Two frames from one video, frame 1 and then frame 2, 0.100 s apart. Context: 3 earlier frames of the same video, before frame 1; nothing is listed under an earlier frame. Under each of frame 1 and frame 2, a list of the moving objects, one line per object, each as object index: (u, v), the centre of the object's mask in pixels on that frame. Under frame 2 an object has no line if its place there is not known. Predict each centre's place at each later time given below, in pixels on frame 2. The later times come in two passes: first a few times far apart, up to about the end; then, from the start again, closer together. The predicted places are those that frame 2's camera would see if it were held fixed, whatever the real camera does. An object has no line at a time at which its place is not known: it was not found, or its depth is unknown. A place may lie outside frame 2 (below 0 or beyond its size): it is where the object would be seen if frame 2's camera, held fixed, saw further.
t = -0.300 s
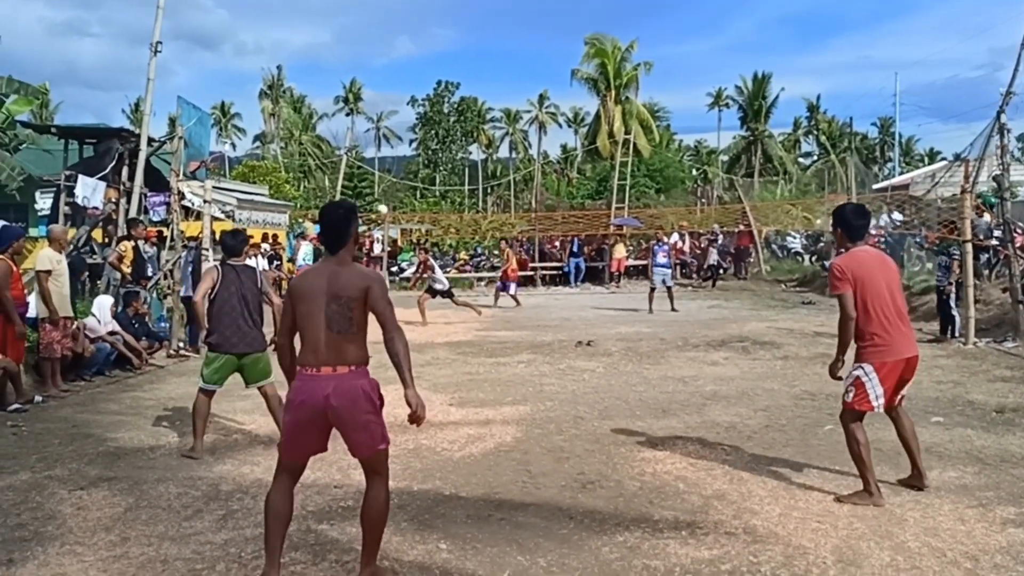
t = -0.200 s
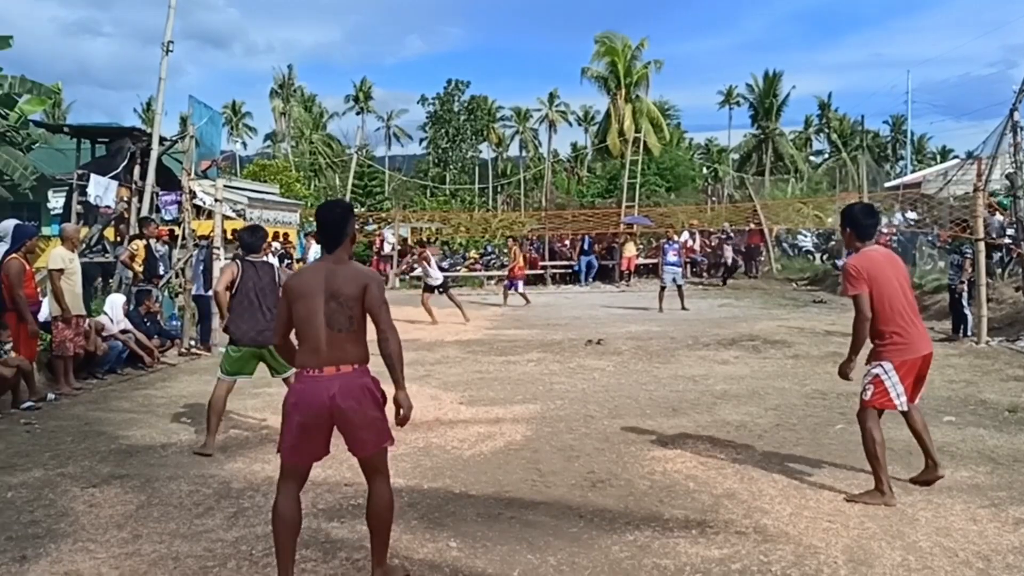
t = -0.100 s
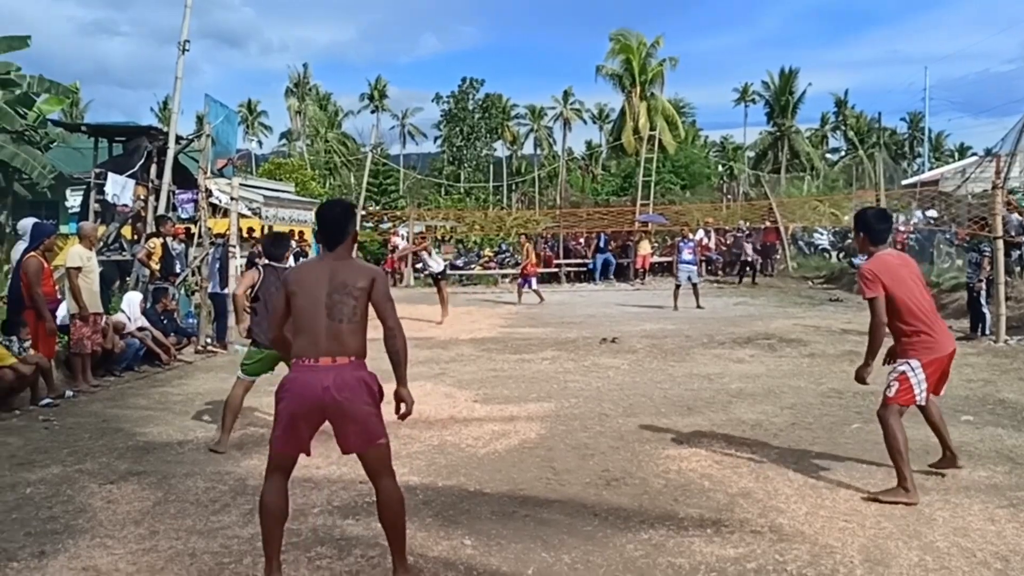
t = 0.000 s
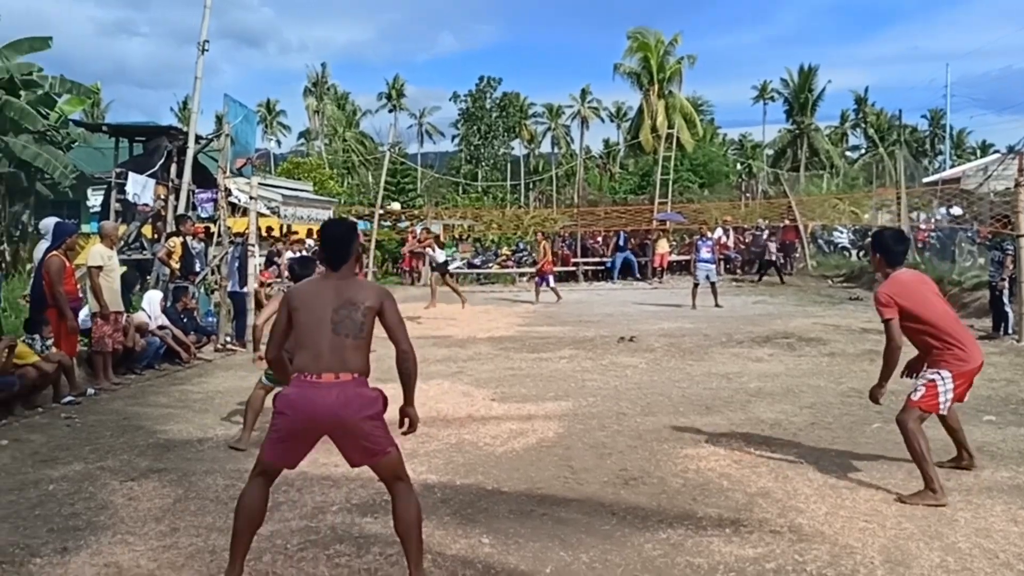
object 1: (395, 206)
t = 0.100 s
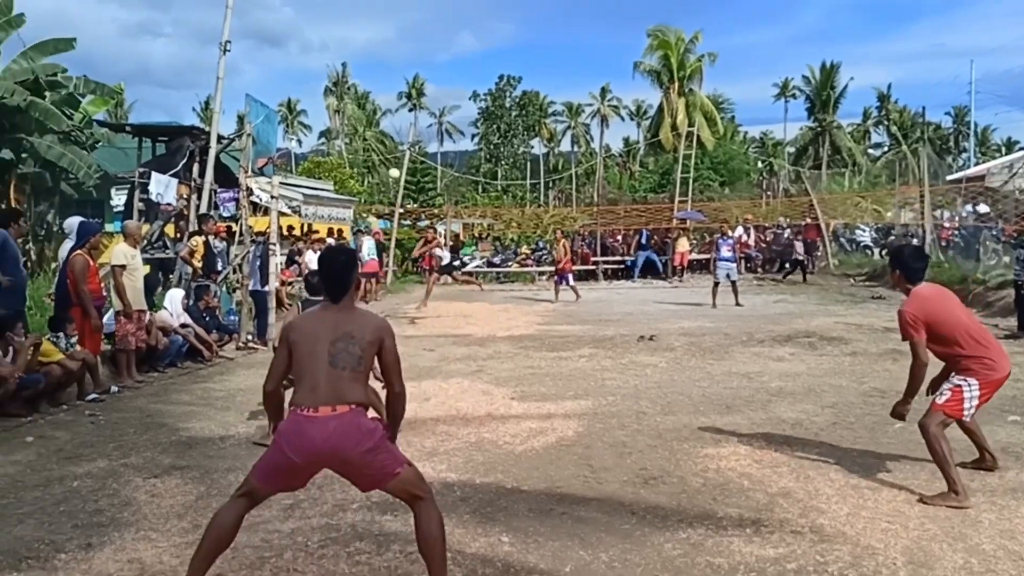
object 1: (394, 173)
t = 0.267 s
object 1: (351, 124)
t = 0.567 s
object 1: (236, 80)
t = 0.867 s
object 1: (33, 138)
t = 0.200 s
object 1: (370, 142)
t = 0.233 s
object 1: (361, 133)
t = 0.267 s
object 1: (351, 124)
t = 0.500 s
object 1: (267, 84)
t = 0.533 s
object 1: (252, 82)
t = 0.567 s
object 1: (236, 80)
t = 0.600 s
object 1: (219, 79)
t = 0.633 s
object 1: (201, 80)
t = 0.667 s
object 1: (182, 82)
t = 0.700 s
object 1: (161, 85)
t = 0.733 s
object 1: (139, 91)
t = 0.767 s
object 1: (116, 99)
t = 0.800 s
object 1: (91, 108)
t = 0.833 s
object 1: (63, 122)
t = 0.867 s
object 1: (33, 138)
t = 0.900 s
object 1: (-1, 157)
